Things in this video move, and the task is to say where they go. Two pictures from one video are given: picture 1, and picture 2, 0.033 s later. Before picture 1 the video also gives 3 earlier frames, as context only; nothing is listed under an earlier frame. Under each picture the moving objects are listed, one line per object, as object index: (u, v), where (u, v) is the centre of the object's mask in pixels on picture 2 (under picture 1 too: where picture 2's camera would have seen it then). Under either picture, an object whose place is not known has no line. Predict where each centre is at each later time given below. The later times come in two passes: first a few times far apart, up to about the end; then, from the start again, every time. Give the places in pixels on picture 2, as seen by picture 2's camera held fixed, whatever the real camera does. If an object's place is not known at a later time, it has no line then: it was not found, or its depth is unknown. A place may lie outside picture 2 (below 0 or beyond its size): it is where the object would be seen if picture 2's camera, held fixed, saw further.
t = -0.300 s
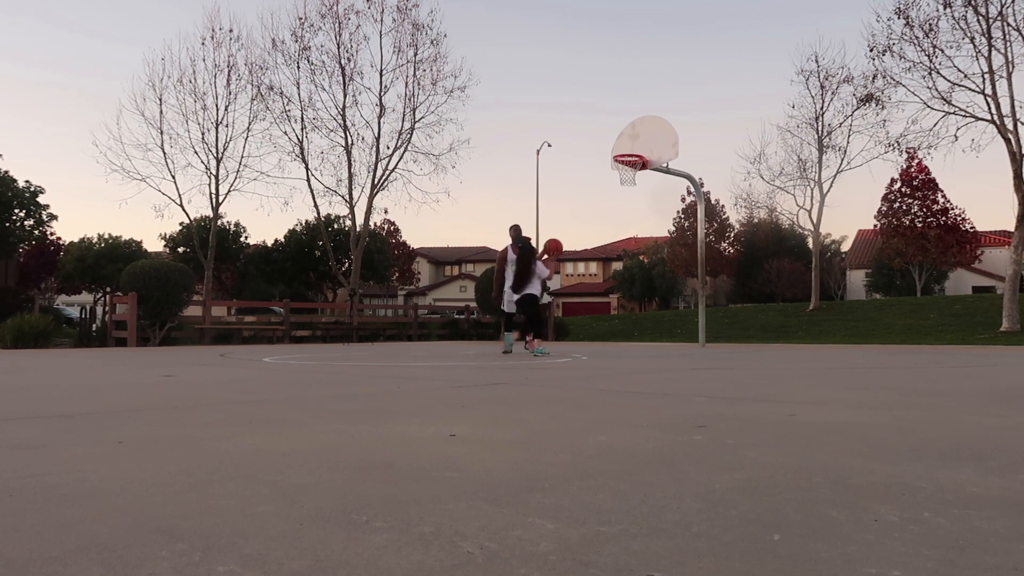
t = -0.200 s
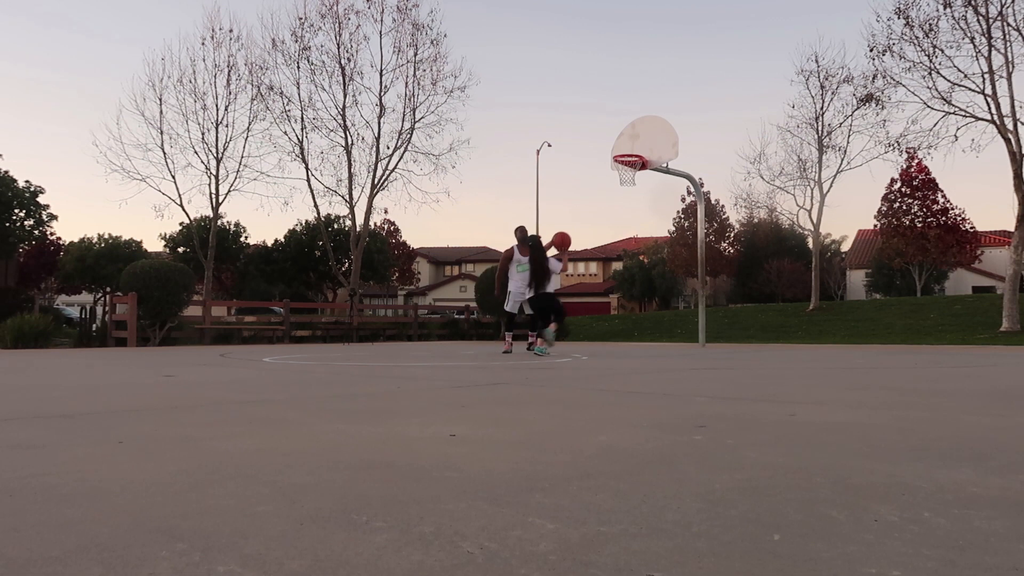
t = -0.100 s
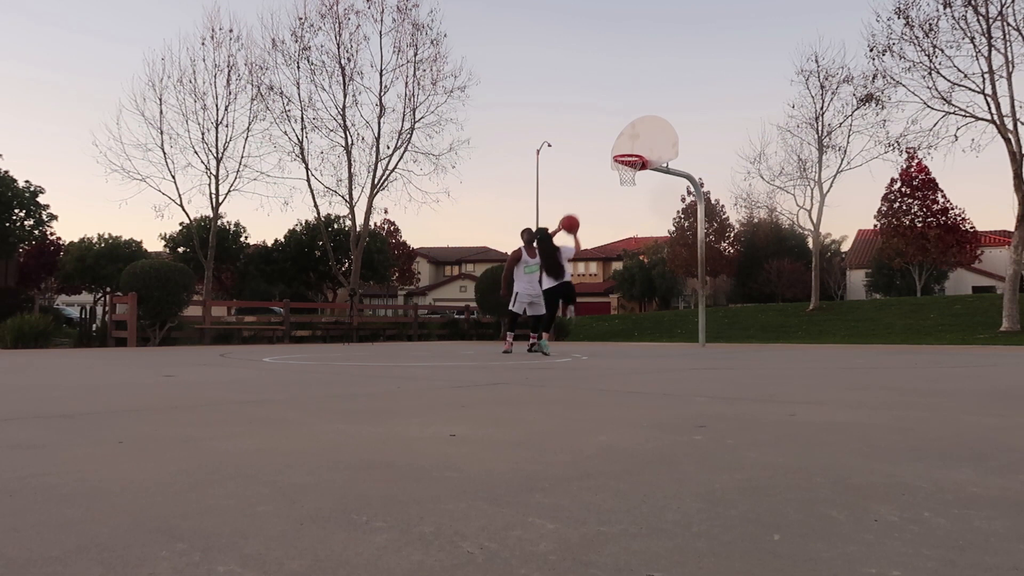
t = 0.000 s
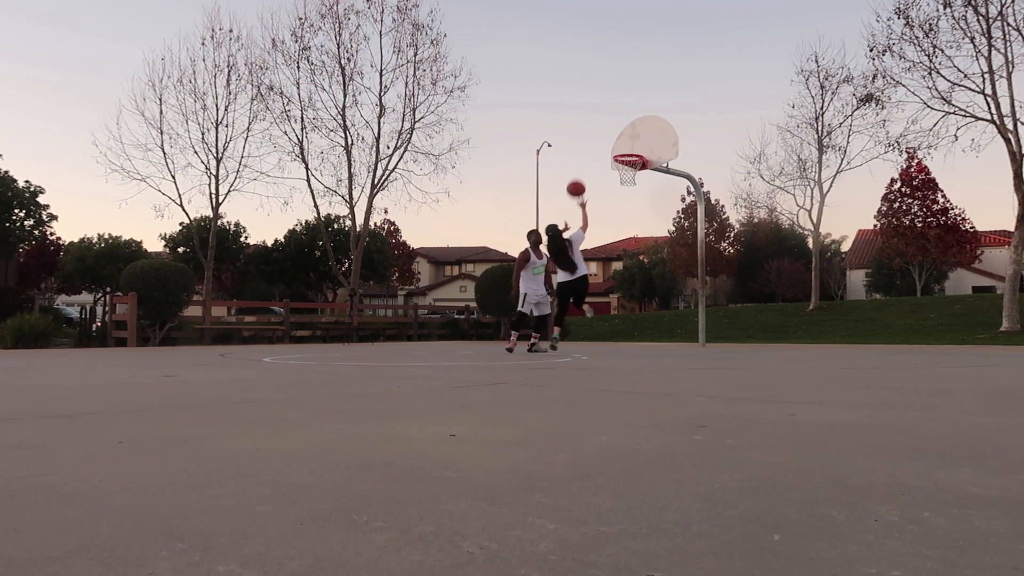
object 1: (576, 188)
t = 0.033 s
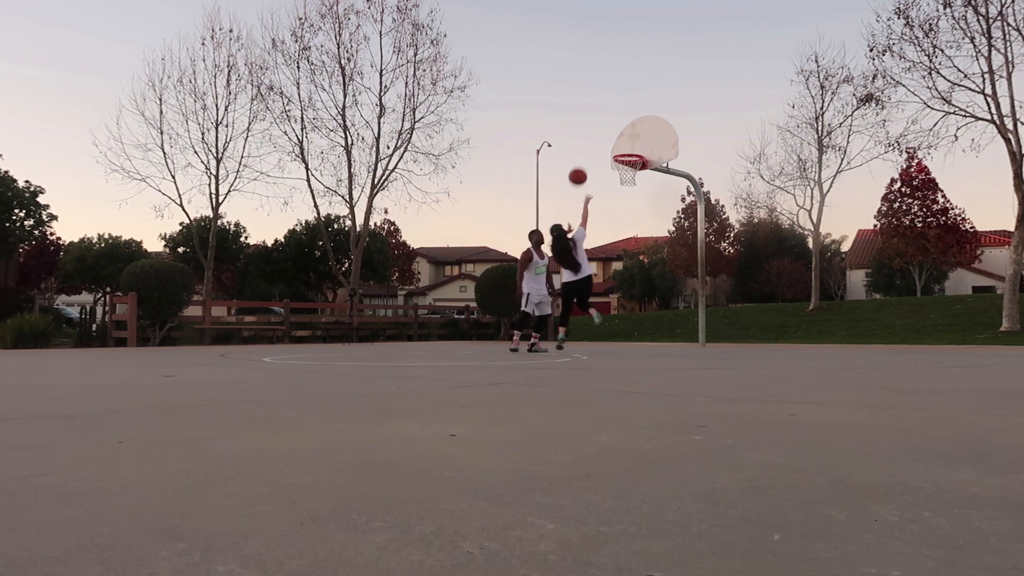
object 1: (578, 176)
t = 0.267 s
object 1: (589, 121)
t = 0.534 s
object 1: (600, 110)
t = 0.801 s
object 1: (610, 145)
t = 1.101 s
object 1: (595, 218)
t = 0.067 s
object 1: (579, 165)
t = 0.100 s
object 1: (581, 155)
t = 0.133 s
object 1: (583, 146)
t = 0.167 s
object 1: (584, 138)
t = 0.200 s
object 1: (586, 131)
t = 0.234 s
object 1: (588, 125)
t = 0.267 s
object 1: (589, 121)
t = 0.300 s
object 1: (591, 116)
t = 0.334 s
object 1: (592, 113)
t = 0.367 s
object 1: (594, 111)
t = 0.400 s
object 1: (595, 109)
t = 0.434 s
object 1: (596, 108)
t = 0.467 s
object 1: (598, 108)
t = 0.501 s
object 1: (599, 108)
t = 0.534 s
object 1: (600, 110)
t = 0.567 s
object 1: (602, 112)
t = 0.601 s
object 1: (603, 115)
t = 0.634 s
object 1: (604, 118)
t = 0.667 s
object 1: (605, 122)
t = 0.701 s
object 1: (607, 127)
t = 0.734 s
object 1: (608, 132)
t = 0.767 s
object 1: (609, 138)
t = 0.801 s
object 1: (610, 145)
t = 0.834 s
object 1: (612, 152)
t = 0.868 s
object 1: (612, 159)
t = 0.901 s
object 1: (610, 166)
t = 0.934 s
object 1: (608, 172)
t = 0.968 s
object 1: (605, 180)
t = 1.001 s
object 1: (602, 188)
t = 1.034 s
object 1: (600, 198)
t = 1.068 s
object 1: (597, 207)
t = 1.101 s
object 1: (595, 218)
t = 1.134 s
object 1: (593, 229)
